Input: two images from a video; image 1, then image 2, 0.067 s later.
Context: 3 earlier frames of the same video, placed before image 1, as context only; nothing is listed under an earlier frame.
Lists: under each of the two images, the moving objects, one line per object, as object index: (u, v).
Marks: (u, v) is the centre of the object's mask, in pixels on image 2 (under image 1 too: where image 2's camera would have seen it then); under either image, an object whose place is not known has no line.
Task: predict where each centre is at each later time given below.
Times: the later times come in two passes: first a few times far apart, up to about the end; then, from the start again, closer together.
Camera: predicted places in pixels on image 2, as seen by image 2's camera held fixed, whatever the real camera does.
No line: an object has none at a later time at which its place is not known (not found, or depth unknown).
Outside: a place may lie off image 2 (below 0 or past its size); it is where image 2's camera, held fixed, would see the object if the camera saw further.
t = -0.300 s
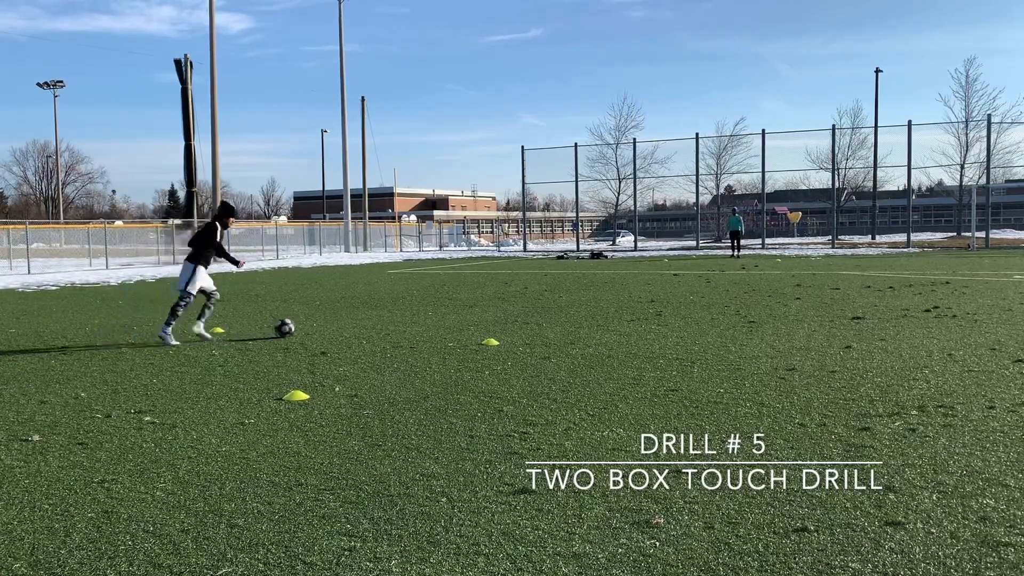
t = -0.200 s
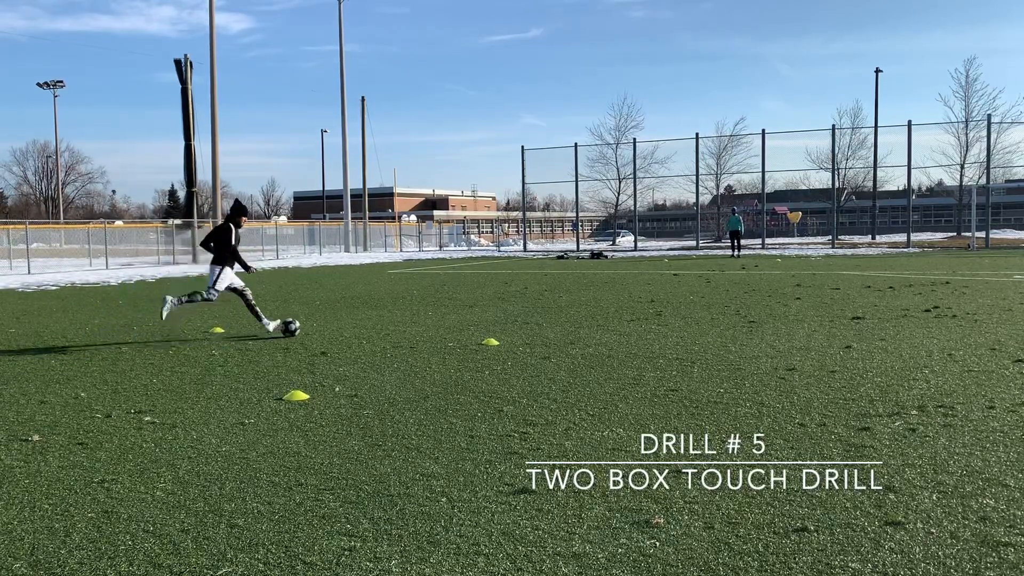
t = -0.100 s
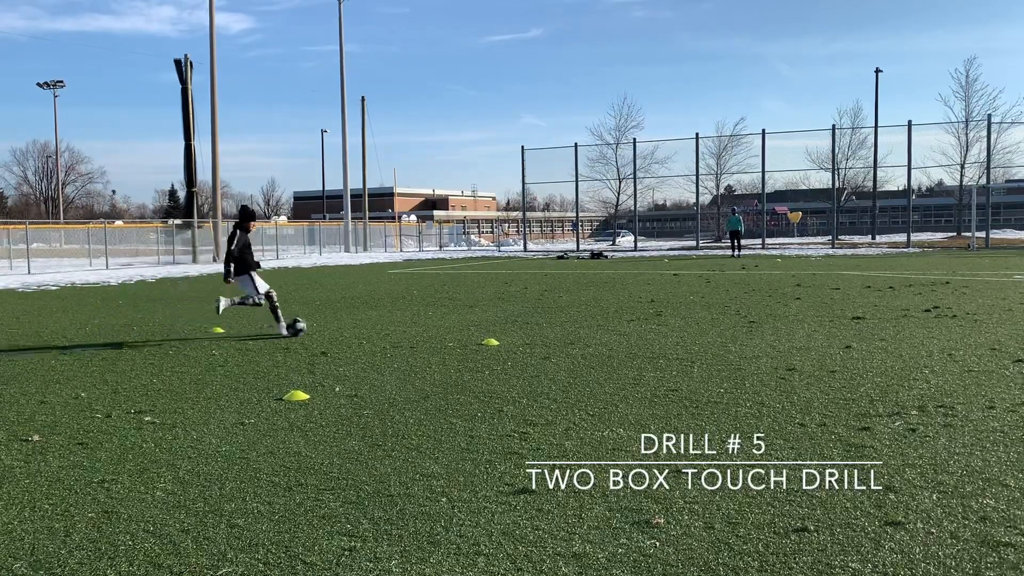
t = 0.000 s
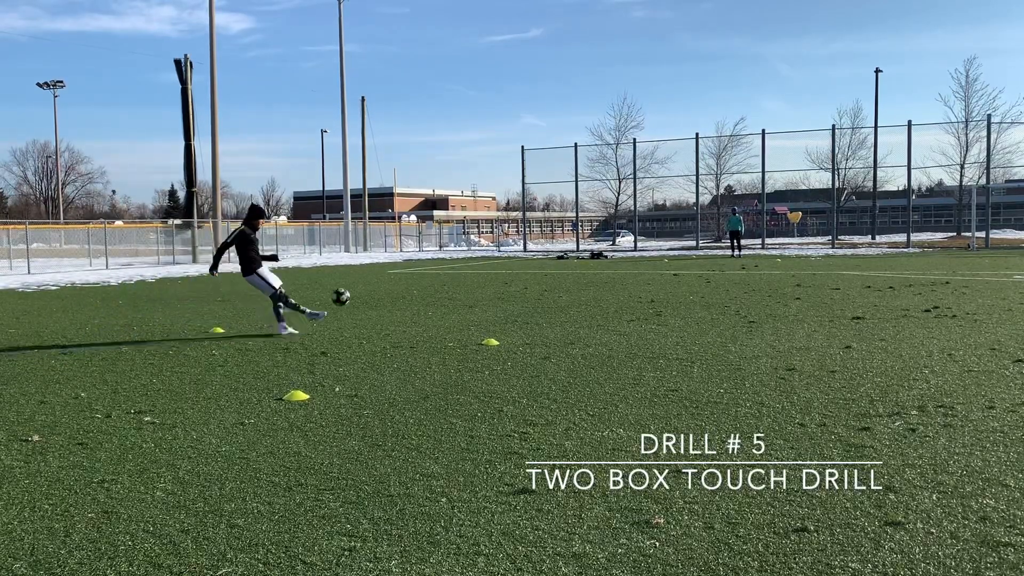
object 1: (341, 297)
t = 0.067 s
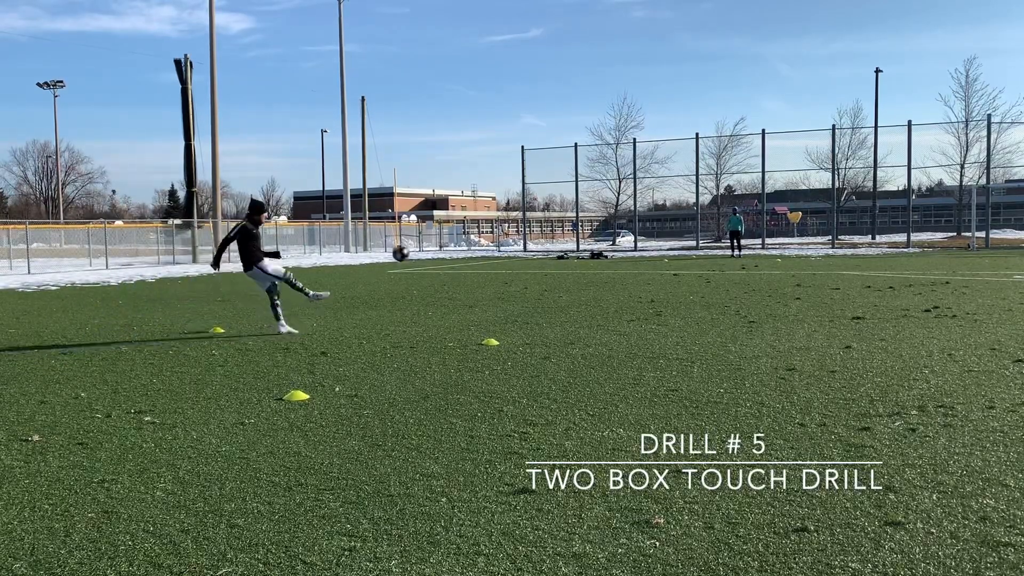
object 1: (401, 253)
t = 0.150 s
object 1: (460, 213)
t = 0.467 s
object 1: (599, 142)
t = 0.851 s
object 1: (675, 147)
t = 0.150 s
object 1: (460, 213)
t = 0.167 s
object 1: (471, 206)
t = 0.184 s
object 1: (480, 200)
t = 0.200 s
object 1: (490, 194)
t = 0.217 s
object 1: (499, 189)
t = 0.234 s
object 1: (508, 184)
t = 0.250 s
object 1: (516, 179)
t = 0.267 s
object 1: (524, 175)
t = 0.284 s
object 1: (532, 171)
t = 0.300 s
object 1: (540, 167)
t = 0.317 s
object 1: (546, 163)
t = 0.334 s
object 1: (553, 160)
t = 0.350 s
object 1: (560, 157)
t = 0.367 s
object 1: (566, 154)
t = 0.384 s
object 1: (572, 152)
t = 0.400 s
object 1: (578, 149)
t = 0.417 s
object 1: (583, 148)
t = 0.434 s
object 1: (588, 146)
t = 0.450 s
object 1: (594, 144)
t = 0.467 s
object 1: (599, 142)
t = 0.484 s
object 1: (604, 141)
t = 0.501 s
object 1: (608, 140)
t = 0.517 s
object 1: (613, 140)
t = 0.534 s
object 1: (617, 139)
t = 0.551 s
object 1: (621, 138)
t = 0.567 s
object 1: (625, 138)
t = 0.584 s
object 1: (629, 137)
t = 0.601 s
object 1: (633, 137)
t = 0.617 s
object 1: (637, 137)
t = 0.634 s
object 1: (640, 137)
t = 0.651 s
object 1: (643, 137)
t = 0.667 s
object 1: (647, 137)
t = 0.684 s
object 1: (650, 138)
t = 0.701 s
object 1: (652, 138)
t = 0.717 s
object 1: (655, 139)
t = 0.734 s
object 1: (658, 140)
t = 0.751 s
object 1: (661, 140)
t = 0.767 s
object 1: (663, 141)
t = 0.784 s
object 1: (666, 142)
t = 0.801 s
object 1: (668, 144)
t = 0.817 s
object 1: (670, 145)
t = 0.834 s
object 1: (673, 146)
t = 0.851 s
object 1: (675, 147)
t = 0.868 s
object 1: (677, 149)
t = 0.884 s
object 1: (679, 150)
